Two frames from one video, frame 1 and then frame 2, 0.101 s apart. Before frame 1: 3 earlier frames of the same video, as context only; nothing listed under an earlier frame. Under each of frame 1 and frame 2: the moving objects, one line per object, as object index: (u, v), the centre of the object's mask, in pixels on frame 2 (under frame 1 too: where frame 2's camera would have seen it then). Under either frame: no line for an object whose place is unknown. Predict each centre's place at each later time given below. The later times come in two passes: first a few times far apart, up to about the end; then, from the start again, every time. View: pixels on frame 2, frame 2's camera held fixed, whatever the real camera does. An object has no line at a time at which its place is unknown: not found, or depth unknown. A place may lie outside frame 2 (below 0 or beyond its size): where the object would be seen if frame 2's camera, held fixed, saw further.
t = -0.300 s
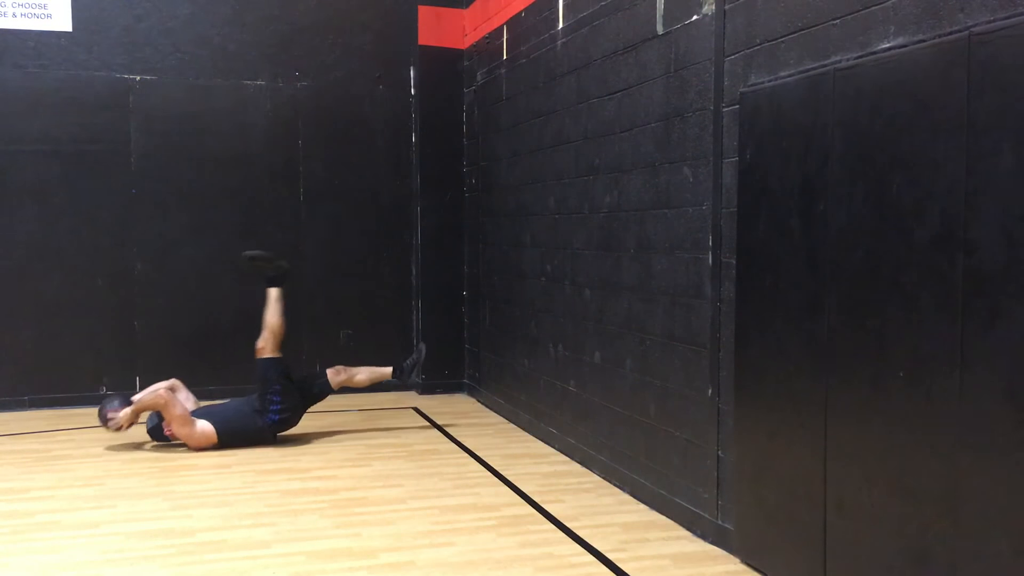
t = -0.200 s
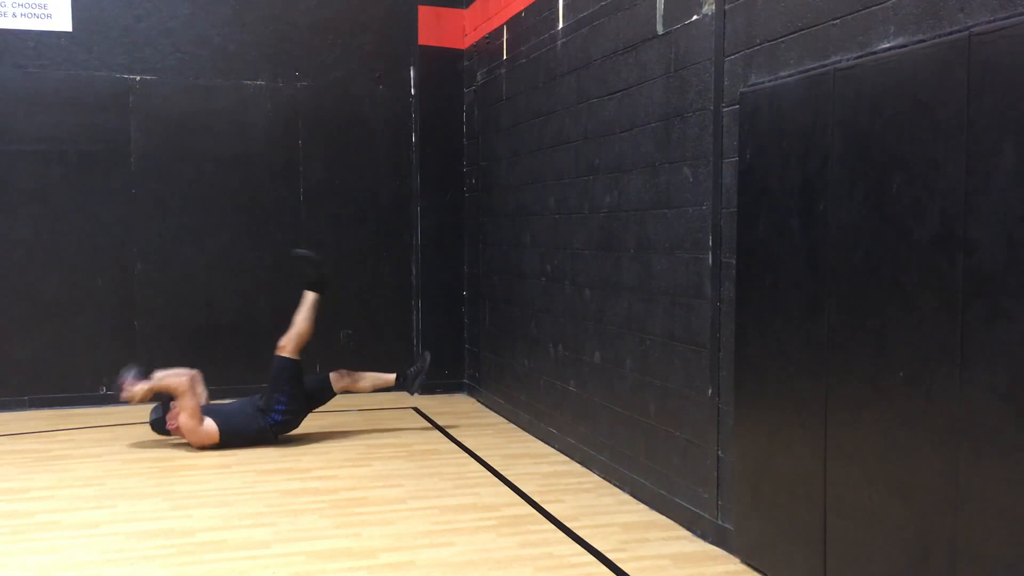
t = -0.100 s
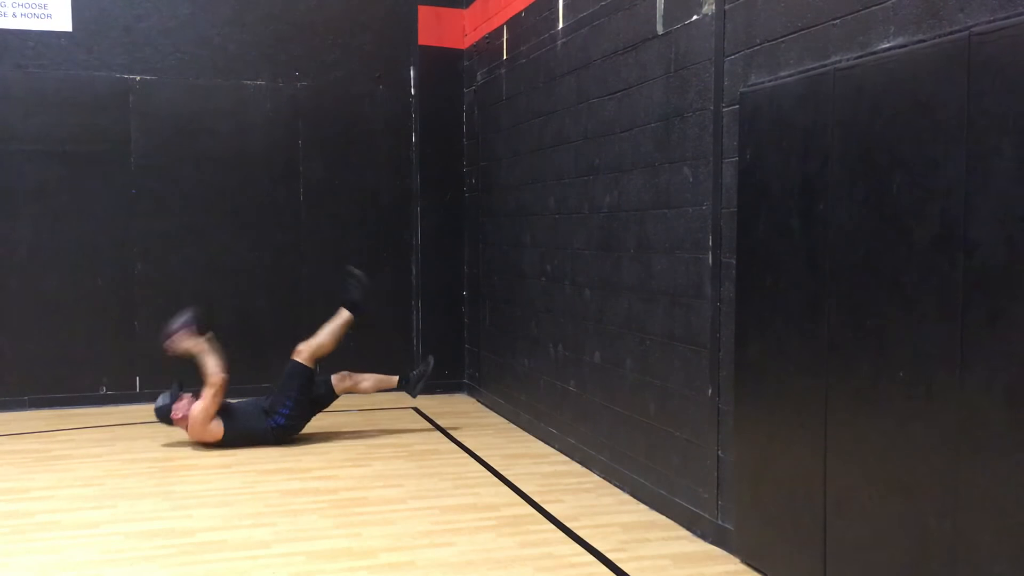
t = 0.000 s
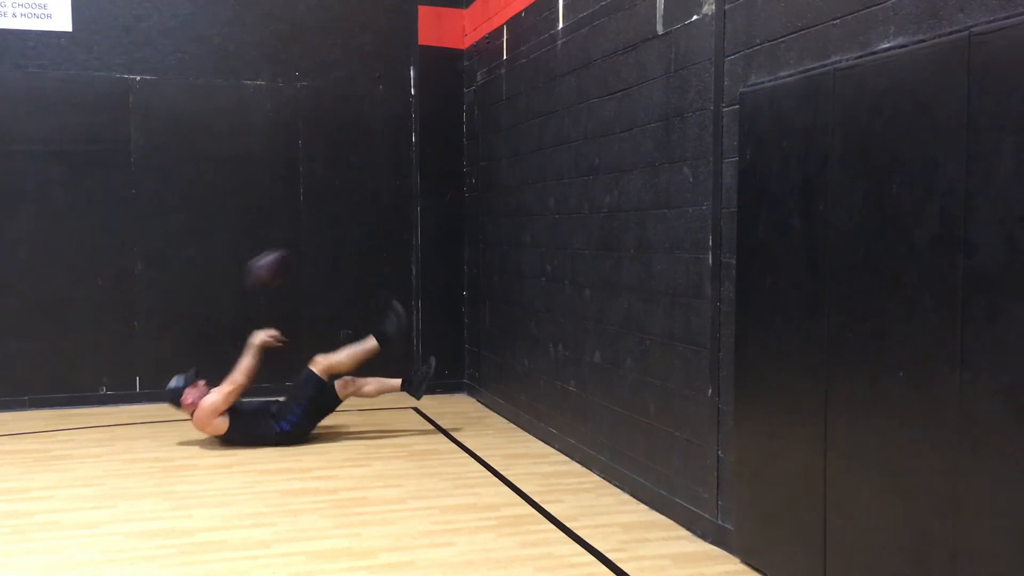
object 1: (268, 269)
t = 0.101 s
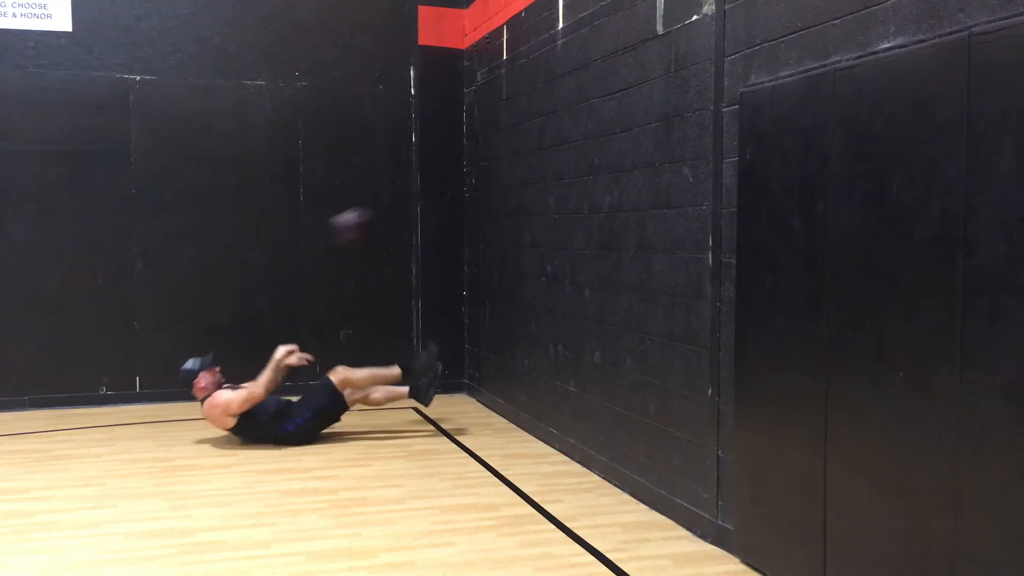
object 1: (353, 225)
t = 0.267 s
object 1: (486, 188)
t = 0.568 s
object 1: (392, 235)
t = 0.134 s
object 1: (379, 213)
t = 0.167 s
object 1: (404, 205)
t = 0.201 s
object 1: (431, 196)
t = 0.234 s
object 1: (459, 191)
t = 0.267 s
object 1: (486, 188)
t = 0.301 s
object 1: (511, 186)
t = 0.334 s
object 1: (504, 187)
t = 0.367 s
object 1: (487, 187)
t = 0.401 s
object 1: (469, 191)
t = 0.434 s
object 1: (455, 198)
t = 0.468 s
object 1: (437, 203)
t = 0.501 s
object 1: (423, 212)
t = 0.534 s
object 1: (407, 222)
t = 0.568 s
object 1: (392, 235)
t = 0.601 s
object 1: (374, 248)
